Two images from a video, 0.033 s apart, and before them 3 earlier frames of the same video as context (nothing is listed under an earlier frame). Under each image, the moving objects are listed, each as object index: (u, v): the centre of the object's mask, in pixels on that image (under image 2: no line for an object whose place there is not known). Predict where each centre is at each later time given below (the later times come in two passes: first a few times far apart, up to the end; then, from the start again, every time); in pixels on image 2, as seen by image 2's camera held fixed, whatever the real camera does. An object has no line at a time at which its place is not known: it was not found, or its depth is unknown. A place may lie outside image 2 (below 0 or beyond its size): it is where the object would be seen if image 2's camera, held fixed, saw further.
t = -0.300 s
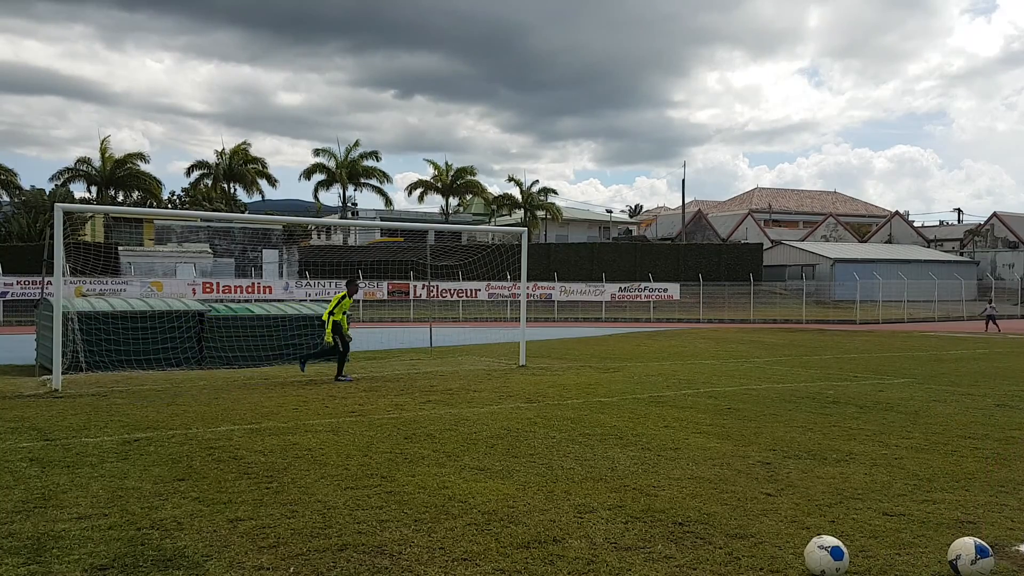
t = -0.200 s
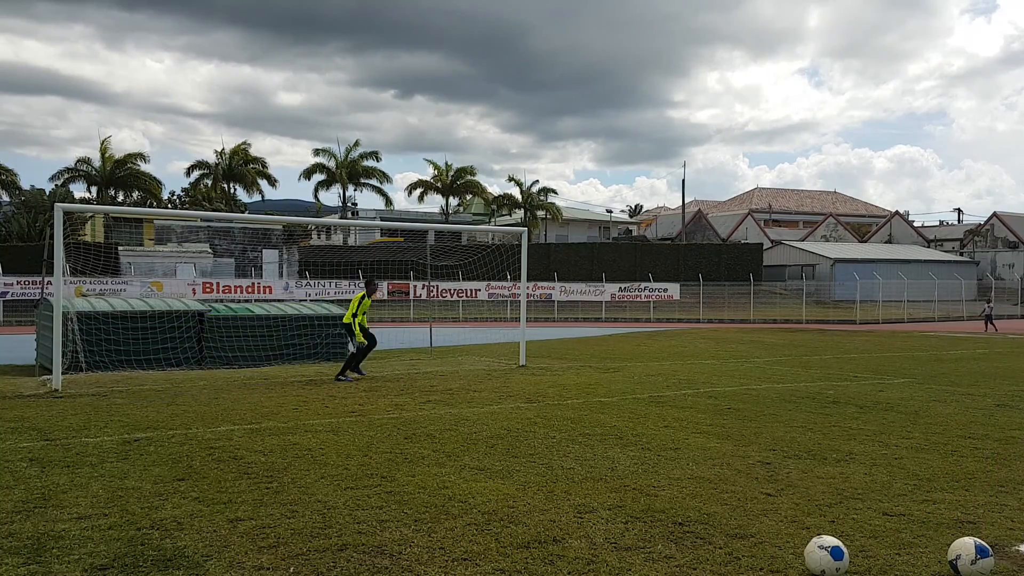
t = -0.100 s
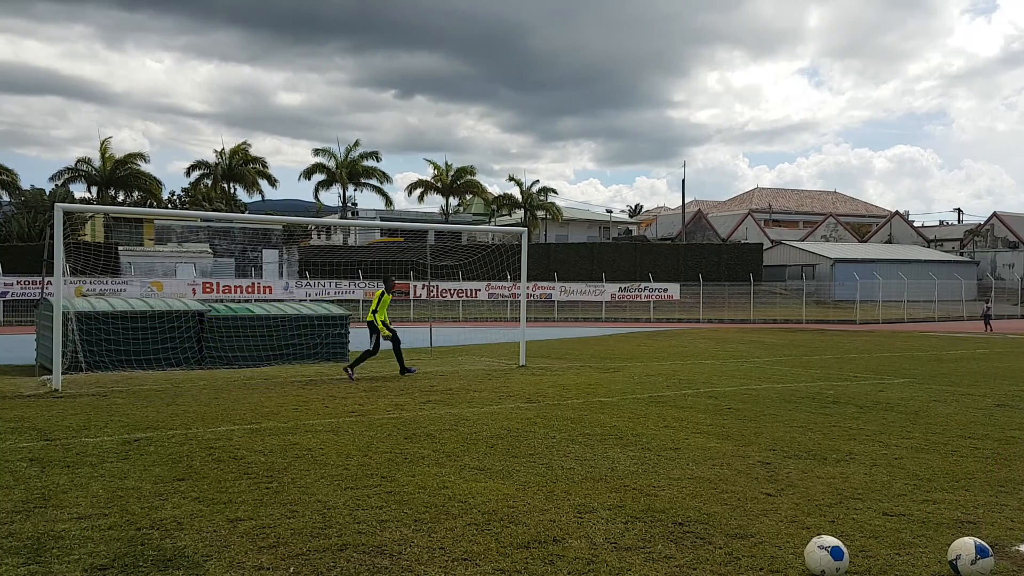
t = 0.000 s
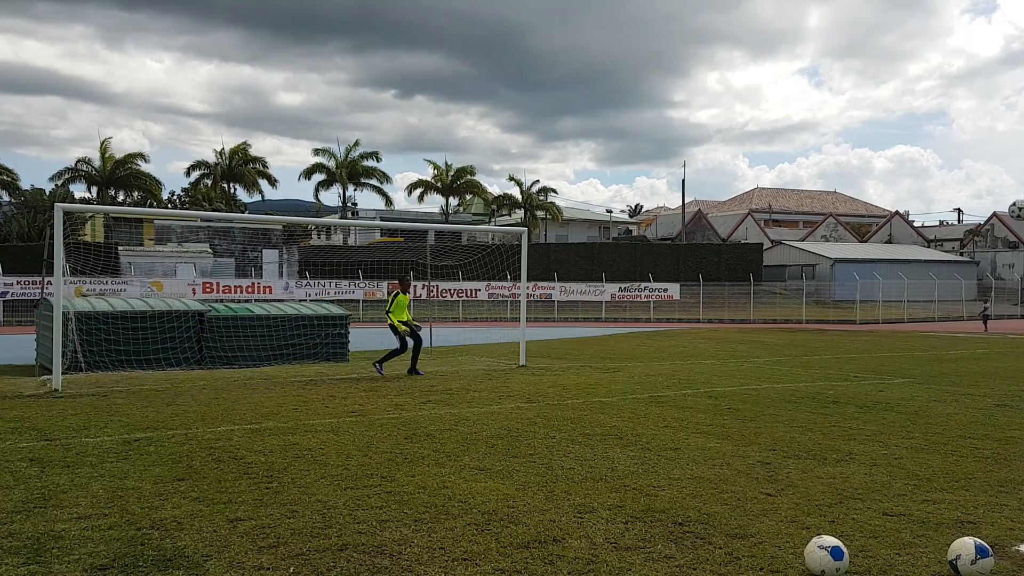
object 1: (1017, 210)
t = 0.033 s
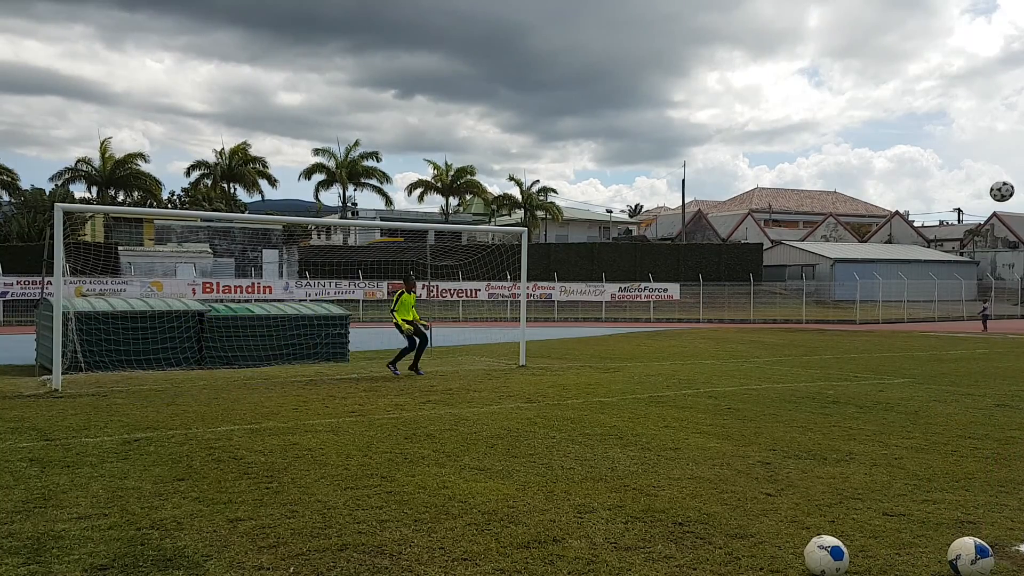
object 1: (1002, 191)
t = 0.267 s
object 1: (880, 103)
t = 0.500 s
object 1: (778, 74)
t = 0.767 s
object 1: (682, 99)
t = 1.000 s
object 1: (613, 159)
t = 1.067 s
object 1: (595, 181)
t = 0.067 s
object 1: (983, 174)
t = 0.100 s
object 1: (965, 159)
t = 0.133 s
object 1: (947, 145)
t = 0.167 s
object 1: (930, 132)
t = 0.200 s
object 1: (912, 121)
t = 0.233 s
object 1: (896, 111)
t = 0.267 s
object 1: (880, 103)
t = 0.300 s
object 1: (864, 95)
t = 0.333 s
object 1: (849, 89)
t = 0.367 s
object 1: (834, 84)
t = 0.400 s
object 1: (820, 80)
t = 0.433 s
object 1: (806, 77)
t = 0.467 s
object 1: (792, 75)
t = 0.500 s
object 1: (778, 74)
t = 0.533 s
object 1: (765, 74)
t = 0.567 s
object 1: (752, 75)
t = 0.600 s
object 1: (740, 77)
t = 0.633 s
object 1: (728, 80)
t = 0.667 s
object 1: (716, 84)
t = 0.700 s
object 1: (704, 88)
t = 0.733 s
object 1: (693, 93)
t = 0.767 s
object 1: (682, 99)
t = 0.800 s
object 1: (671, 106)
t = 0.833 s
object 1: (661, 113)
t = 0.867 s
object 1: (651, 121)
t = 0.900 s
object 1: (641, 130)
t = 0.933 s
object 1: (632, 139)
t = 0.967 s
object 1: (622, 149)
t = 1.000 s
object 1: (613, 159)
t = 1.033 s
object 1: (604, 170)
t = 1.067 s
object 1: (595, 181)
